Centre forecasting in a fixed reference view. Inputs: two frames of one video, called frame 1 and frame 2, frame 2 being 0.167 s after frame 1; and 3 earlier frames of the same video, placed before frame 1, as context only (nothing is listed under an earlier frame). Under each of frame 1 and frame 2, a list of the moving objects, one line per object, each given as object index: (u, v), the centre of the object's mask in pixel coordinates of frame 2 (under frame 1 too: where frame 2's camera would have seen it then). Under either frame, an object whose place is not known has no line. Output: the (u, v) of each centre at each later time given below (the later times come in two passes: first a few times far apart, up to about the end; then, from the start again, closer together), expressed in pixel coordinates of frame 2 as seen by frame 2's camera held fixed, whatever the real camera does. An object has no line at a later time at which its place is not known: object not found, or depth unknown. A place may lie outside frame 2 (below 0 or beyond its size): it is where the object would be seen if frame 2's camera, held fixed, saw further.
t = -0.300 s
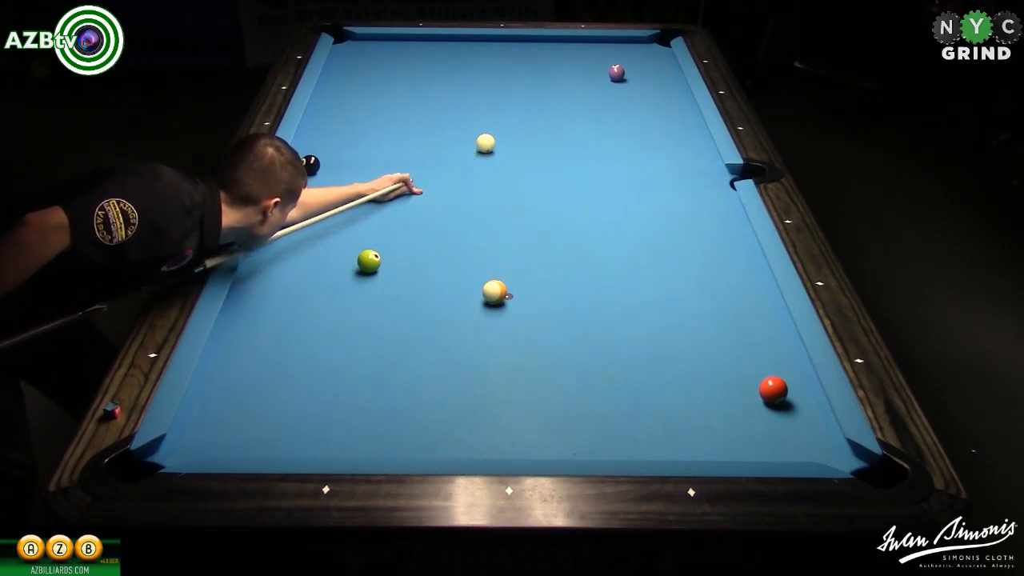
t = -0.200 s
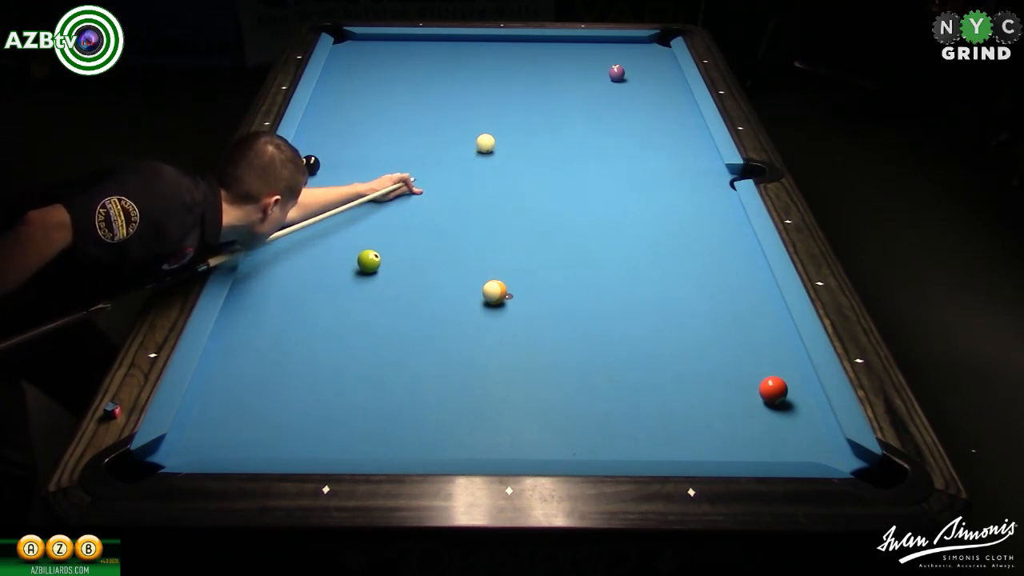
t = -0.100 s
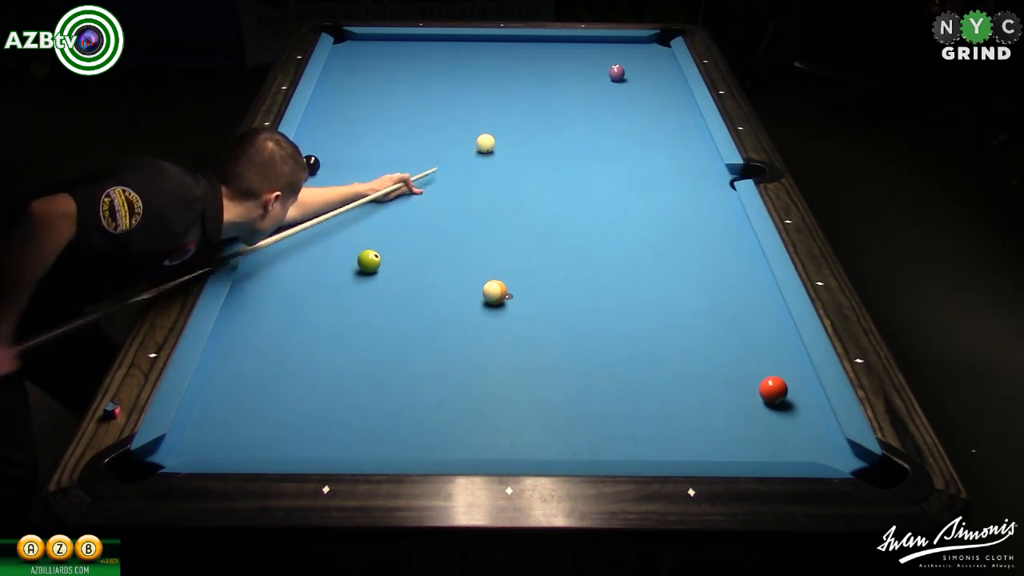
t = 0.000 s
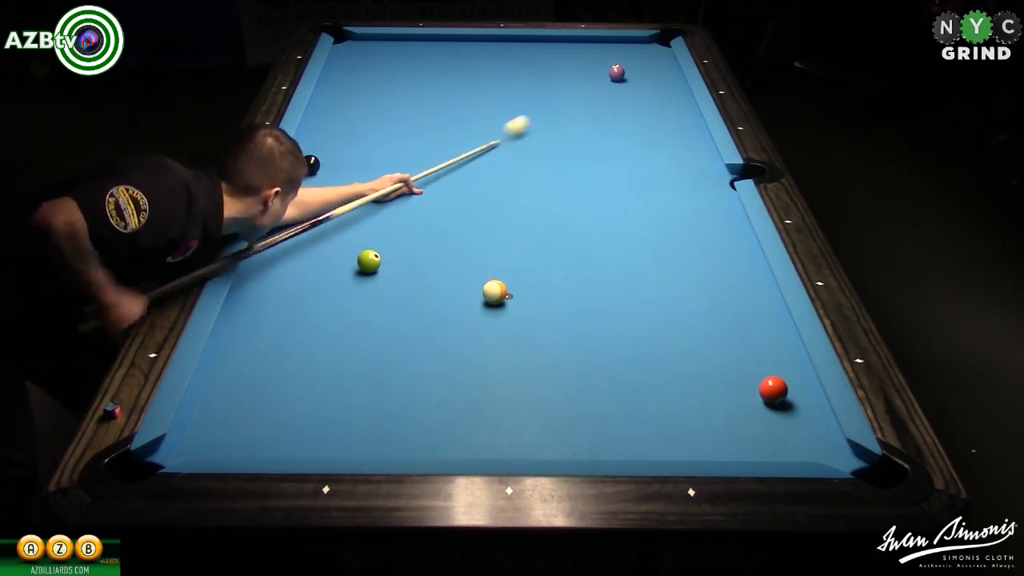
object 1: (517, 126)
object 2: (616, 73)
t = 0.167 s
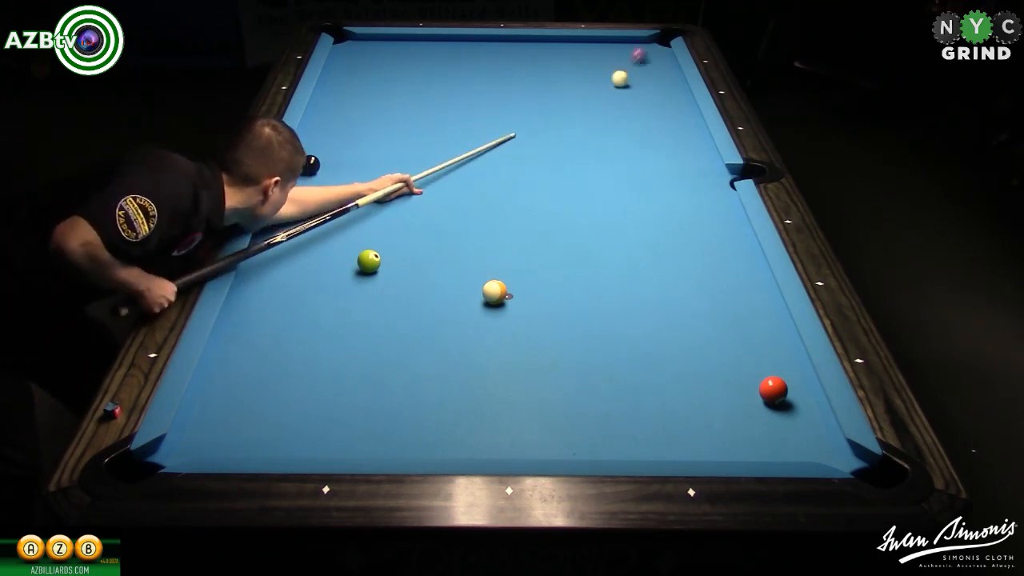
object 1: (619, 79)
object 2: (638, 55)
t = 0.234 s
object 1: (630, 80)
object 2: (667, 35)
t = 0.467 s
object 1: (656, 87)
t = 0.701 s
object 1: (682, 94)
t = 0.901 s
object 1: (677, 100)
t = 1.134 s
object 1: (667, 108)
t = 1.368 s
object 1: (658, 116)
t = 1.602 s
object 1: (649, 123)
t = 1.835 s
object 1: (639, 131)
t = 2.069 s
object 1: (630, 138)
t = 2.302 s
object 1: (621, 144)
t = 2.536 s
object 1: (613, 151)
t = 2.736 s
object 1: (606, 156)
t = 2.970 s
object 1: (598, 162)
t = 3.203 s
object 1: (590, 168)
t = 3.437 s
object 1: (583, 173)
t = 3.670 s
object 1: (576, 178)
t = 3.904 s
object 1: (570, 182)
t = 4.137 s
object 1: (564, 186)
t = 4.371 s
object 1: (558, 190)
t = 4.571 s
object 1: (554, 193)
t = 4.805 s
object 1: (550, 195)
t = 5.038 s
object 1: (547, 198)
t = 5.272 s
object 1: (544, 199)
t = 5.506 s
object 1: (542, 200)
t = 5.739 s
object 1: (540, 201)
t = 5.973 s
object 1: (539, 202)
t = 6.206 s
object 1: (539, 202)
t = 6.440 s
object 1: (540, 202)
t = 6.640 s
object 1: (540, 202)
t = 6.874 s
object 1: (540, 202)
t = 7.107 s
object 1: (540, 201)
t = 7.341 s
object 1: (540, 201)
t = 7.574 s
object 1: (540, 201)
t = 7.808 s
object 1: (540, 201)
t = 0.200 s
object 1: (625, 80)
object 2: (652, 42)
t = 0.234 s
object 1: (630, 80)
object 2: (667, 35)
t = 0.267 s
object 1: (634, 81)
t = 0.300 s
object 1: (638, 82)
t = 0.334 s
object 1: (642, 83)
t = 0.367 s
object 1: (645, 84)
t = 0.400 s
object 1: (649, 85)
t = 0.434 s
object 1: (653, 86)
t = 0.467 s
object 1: (656, 87)
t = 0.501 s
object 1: (660, 88)
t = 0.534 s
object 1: (664, 89)
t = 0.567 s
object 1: (667, 90)
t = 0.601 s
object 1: (671, 91)
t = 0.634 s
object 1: (675, 92)
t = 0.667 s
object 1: (679, 93)
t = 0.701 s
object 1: (682, 94)
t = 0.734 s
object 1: (683, 95)
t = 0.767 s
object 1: (682, 96)
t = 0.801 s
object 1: (681, 97)
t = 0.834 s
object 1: (680, 98)
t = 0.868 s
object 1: (678, 99)
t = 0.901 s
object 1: (677, 100)
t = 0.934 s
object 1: (675, 102)
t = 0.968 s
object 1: (674, 103)
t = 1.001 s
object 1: (673, 104)
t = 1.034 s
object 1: (671, 105)
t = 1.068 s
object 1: (670, 106)
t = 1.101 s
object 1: (669, 107)
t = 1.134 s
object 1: (667, 108)
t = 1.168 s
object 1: (666, 109)
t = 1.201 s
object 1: (664, 111)
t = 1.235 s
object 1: (663, 112)
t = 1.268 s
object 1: (662, 113)
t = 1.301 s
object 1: (661, 114)
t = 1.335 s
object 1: (659, 115)
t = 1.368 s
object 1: (658, 116)
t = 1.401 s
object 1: (656, 117)
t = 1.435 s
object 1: (655, 118)
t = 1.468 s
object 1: (654, 119)
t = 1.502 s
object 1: (653, 120)
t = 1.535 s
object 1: (651, 121)
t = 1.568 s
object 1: (650, 122)
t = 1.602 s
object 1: (649, 123)
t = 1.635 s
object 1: (648, 125)
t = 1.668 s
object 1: (646, 125)
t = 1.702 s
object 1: (645, 126)
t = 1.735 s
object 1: (643, 127)
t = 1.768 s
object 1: (642, 128)
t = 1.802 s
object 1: (641, 129)
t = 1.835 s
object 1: (639, 131)
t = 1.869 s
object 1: (638, 132)
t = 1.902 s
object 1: (637, 133)
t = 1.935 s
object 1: (636, 134)
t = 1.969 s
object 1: (634, 135)
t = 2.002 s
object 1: (633, 136)
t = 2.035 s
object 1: (632, 137)
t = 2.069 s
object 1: (630, 138)
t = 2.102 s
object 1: (629, 139)
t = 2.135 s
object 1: (628, 139)
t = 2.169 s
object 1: (627, 140)
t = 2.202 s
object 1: (625, 142)
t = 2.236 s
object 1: (624, 142)
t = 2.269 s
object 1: (623, 144)
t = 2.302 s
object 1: (621, 144)
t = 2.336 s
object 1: (620, 145)
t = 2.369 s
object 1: (619, 146)
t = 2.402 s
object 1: (618, 147)
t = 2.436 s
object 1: (617, 148)
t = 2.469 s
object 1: (615, 149)
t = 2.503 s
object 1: (614, 150)
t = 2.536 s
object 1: (613, 151)
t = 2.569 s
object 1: (612, 152)
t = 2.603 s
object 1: (610, 153)
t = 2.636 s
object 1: (609, 153)
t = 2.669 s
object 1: (608, 154)
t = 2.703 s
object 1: (607, 155)
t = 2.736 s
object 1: (606, 156)
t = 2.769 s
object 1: (604, 157)
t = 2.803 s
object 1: (603, 158)
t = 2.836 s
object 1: (602, 159)
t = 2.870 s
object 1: (601, 160)
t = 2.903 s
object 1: (600, 161)
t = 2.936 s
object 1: (599, 161)
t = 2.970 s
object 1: (598, 162)
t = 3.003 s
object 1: (597, 163)
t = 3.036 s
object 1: (595, 164)
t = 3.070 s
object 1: (594, 165)
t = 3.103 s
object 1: (593, 165)
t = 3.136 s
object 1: (592, 166)
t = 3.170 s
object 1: (591, 167)
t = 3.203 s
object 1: (590, 168)
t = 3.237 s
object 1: (589, 168)
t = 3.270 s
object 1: (588, 169)
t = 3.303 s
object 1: (587, 170)
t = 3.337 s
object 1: (586, 171)
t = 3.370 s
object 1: (585, 171)
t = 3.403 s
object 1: (584, 172)
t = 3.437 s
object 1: (583, 173)
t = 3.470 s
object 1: (582, 174)
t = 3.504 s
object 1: (581, 174)
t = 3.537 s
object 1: (580, 175)
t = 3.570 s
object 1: (579, 176)
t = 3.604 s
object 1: (578, 176)
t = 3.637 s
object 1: (577, 177)
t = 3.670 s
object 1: (576, 178)
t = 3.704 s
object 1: (575, 179)
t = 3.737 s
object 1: (574, 179)
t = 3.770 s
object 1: (573, 180)
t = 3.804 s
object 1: (572, 180)
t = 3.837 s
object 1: (571, 181)
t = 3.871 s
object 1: (570, 182)
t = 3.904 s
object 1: (570, 182)
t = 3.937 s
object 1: (569, 183)
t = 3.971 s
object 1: (568, 183)
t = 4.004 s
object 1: (567, 184)
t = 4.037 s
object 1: (566, 185)
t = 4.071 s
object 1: (565, 185)
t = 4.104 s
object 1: (565, 186)
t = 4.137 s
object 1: (564, 186)
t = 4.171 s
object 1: (563, 187)
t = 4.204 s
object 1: (562, 187)
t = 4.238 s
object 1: (561, 188)
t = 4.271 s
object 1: (561, 188)
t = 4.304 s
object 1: (560, 189)
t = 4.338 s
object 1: (559, 189)
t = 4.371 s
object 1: (558, 190)
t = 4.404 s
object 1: (558, 190)
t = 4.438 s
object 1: (557, 191)
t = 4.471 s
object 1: (556, 191)
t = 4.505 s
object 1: (555, 192)
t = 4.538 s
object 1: (555, 192)
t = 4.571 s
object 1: (554, 193)
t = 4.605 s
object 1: (553, 193)
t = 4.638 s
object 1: (553, 193)
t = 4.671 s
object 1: (552, 194)
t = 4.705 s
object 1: (552, 194)
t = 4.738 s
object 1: (551, 194)
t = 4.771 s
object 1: (550, 195)
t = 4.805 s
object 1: (550, 195)
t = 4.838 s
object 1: (549, 196)
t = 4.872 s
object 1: (549, 196)
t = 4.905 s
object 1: (548, 196)
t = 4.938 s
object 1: (548, 197)
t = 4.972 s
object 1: (547, 197)
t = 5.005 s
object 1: (547, 197)
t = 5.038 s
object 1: (547, 198)
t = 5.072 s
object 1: (546, 198)
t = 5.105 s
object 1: (546, 198)
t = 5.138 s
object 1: (545, 198)
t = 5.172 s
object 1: (545, 199)
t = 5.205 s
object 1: (545, 199)
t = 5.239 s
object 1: (544, 199)
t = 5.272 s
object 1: (544, 199)
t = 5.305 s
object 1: (544, 199)
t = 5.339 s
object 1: (543, 200)
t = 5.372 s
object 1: (543, 200)
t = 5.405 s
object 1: (543, 200)
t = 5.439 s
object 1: (542, 200)
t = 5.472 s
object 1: (542, 200)
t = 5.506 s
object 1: (542, 200)
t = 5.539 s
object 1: (541, 201)
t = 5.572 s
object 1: (541, 201)
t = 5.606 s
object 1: (541, 201)
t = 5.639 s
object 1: (541, 201)
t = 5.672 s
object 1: (540, 201)
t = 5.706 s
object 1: (540, 201)
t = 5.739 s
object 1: (540, 201)
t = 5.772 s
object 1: (540, 201)
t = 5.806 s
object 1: (539, 201)
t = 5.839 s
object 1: (539, 201)
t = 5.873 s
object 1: (539, 201)
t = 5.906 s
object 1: (539, 202)
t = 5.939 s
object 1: (539, 202)
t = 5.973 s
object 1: (539, 202)
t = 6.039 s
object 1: (539, 202)
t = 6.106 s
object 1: (539, 202)
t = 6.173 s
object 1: (539, 202)
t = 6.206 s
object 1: (539, 202)
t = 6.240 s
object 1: (539, 202)
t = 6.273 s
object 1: (539, 202)
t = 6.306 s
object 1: (540, 202)
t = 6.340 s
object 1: (540, 202)
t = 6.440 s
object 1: (540, 202)
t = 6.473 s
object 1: (540, 202)
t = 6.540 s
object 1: (540, 202)
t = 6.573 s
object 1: (540, 202)
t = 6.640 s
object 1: (540, 202)
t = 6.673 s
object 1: (540, 201)
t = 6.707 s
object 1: (540, 201)
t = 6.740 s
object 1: (540, 202)
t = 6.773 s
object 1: (540, 202)
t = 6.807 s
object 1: (540, 201)
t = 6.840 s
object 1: (540, 202)
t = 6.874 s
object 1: (540, 202)
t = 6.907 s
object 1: (540, 202)
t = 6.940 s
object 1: (540, 201)
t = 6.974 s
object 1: (540, 202)
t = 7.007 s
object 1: (540, 201)
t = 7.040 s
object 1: (540, 202)
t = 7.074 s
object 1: (540, 202)
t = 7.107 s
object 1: (540, 201)
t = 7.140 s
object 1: (540, 202)
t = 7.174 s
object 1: (540, 202)
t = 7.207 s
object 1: (540, 202)
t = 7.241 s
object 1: (540, 201)
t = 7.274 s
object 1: (540, 201)
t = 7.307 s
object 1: (539, 201)
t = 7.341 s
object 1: (540, 201)
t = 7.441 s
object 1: (540, 201)
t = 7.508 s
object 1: (539, 201)
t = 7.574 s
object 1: (540, 201)
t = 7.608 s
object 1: (540, 201)
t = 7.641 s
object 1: (539, 201)
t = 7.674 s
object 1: (539, 201)
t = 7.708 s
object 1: (540, 201)
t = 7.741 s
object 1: (540, 201)
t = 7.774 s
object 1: (539, 201)
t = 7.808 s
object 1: (540, 201)
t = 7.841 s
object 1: (540, 201)
